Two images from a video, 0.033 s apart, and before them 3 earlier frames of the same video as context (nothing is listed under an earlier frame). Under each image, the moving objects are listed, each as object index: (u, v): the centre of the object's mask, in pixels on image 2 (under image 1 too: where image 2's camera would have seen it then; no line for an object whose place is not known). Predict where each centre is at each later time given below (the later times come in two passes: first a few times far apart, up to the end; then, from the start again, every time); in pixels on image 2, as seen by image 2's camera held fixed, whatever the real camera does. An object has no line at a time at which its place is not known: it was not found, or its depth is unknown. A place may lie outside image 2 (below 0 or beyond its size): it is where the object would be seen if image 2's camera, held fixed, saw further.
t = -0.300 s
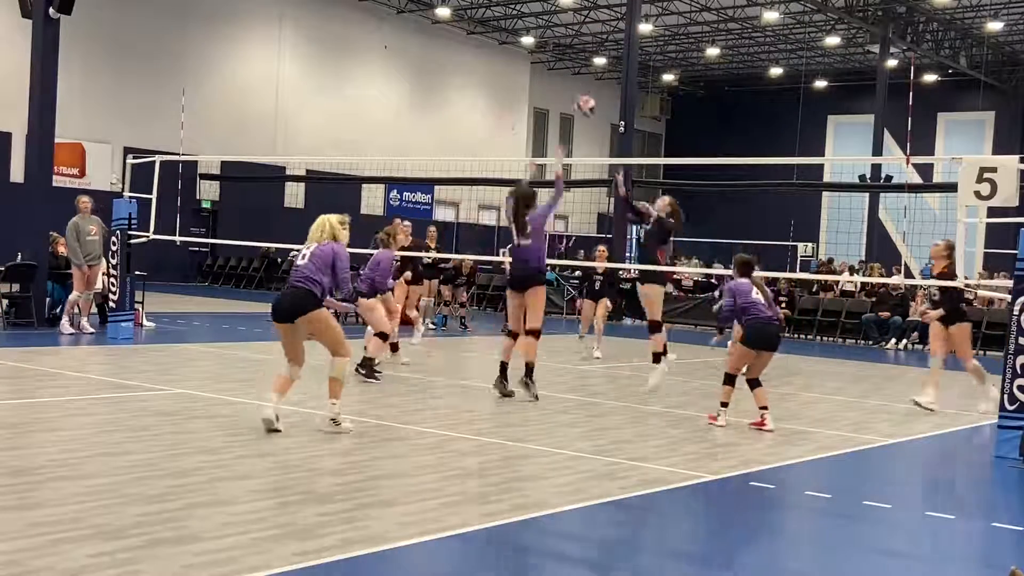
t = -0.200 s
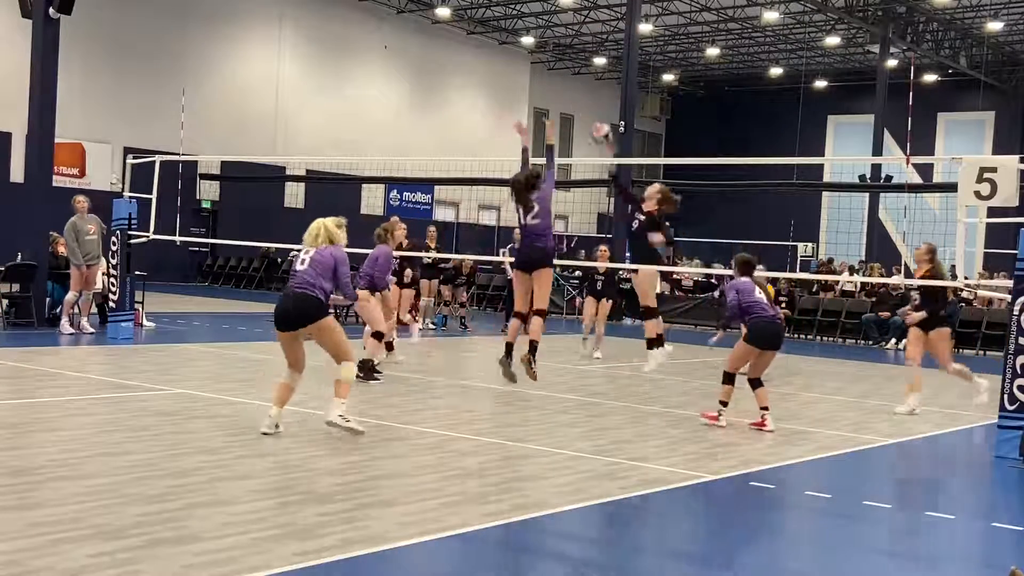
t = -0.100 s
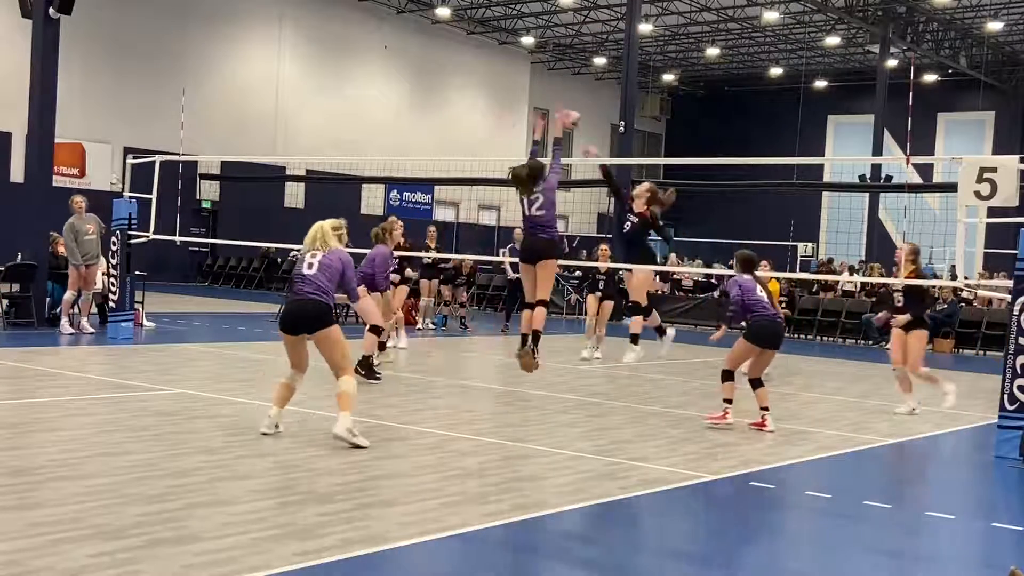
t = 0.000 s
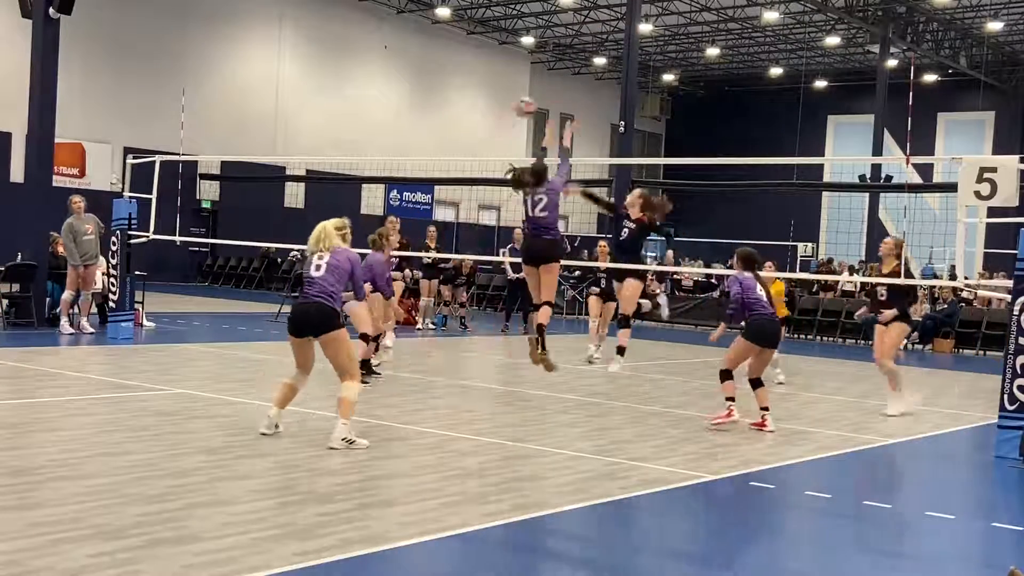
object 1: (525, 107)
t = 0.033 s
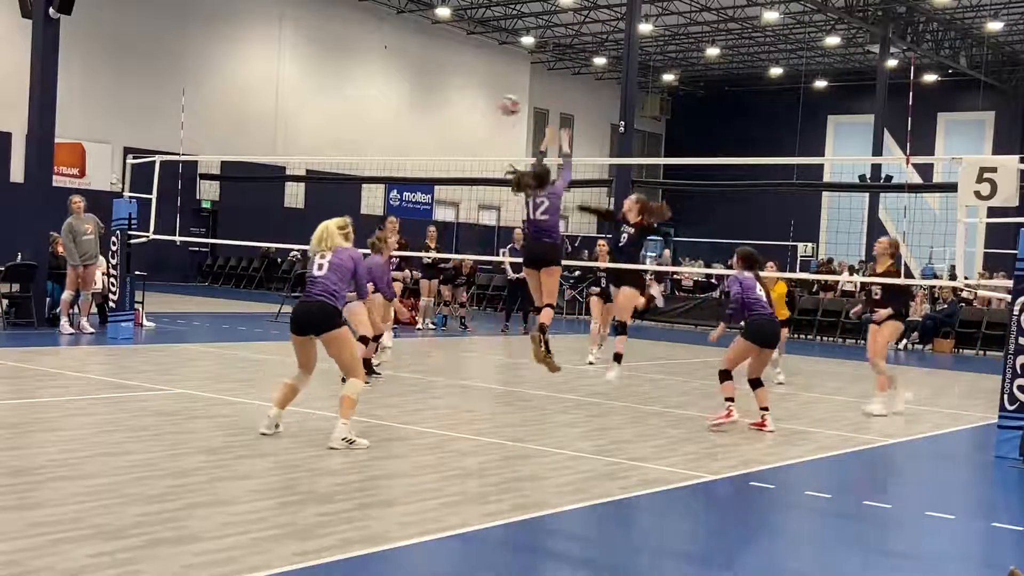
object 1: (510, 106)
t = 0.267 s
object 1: (405, 123)
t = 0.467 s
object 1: (313, 180)
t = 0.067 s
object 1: (494, 104)
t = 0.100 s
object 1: (481, 104)
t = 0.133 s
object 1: (465, 105)
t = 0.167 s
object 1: (450, 109)
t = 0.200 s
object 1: (435, 112)
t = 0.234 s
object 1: (421, 117)
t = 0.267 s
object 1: (405, 123)
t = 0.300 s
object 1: (389, 129)
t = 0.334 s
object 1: (374, 137)
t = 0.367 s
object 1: (358, 146)
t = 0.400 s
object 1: (344, 157)
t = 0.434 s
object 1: (328, 169)
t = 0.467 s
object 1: (313, 180)
